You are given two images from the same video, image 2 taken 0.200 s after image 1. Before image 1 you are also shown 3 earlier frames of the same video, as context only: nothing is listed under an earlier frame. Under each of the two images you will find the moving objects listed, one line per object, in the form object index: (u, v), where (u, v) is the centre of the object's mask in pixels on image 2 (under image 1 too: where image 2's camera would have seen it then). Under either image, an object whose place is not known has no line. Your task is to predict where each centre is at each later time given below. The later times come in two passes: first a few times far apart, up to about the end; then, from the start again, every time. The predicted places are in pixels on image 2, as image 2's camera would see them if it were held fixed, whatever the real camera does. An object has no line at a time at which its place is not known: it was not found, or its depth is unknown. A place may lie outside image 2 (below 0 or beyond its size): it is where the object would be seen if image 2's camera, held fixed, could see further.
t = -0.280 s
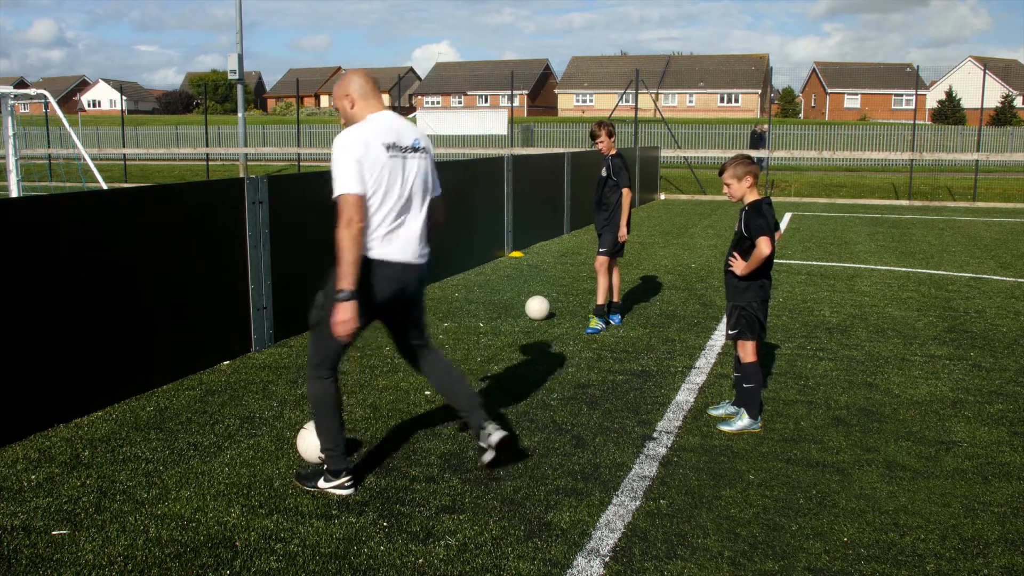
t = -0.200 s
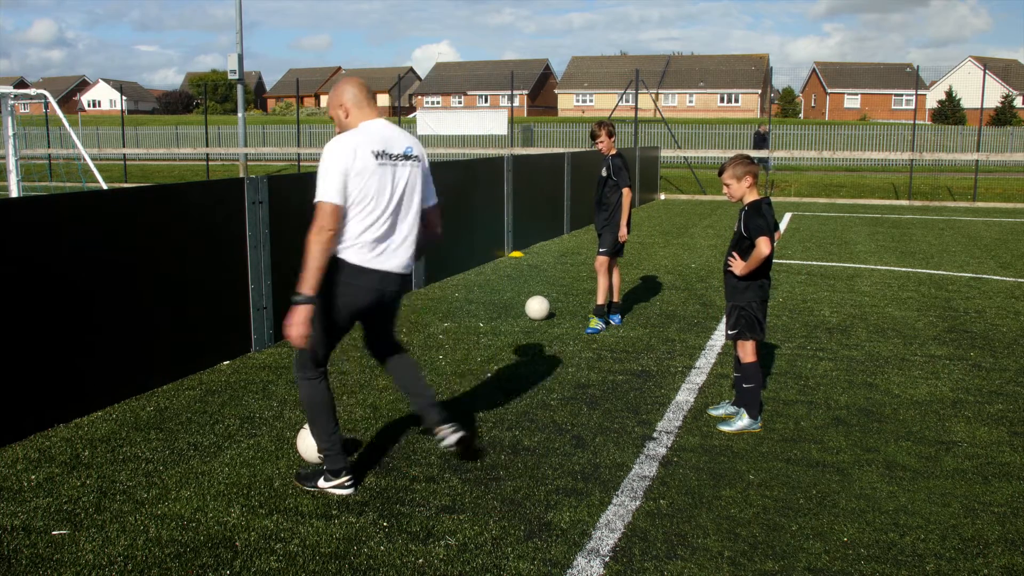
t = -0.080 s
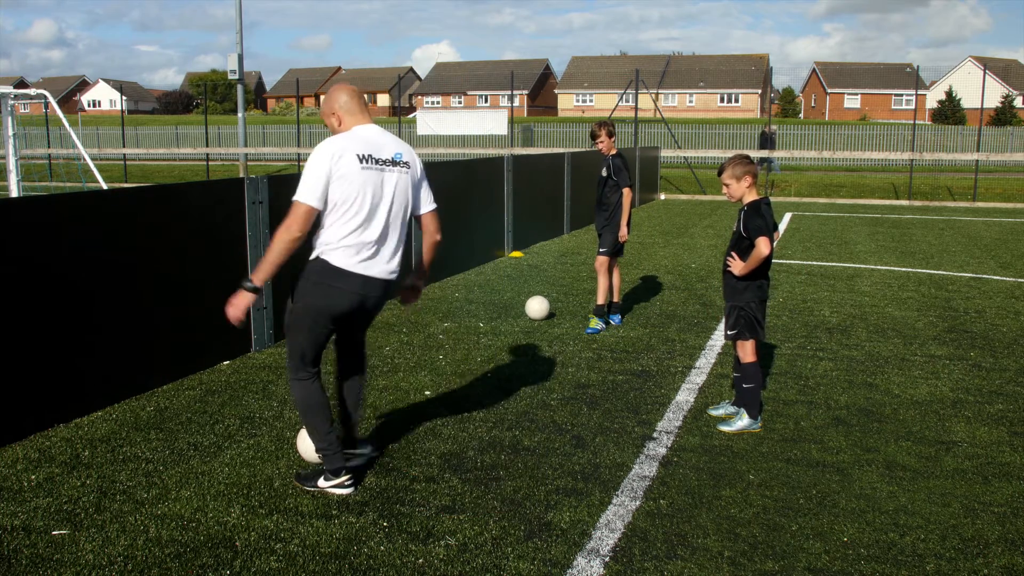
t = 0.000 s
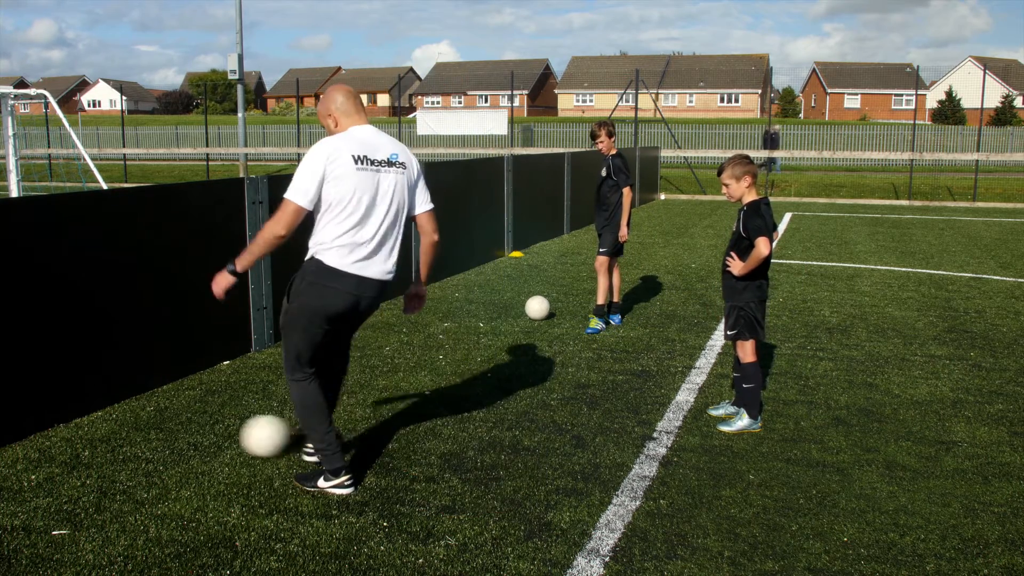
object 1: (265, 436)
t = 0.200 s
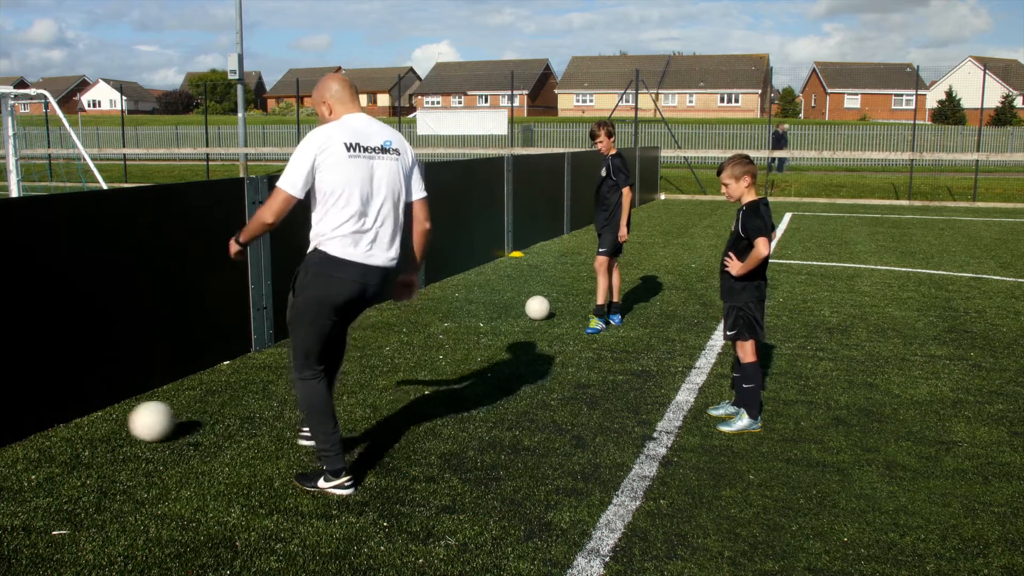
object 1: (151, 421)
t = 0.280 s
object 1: (116, 417)
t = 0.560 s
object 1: (107, 410)
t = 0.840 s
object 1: (153, 428)
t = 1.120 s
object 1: (186, 434)
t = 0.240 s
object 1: (132, 420)
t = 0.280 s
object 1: (116, 417)
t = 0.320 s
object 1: (99, 416)
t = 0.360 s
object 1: (82, 413)
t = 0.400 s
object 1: (67, 409)
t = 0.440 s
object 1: (72, 406)
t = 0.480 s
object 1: (84, 405)
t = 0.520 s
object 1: (96, 406)
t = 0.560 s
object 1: (107, 410)
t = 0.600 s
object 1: (121, 417)
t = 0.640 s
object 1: (132, 425)
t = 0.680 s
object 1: (136, 422)
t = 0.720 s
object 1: (140, 421)
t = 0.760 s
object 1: (144, 423)
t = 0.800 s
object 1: (148, 428)
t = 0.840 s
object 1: (153, 428)
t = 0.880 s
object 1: (158, 430)
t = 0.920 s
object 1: (163, 431)
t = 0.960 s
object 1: (168, 432)
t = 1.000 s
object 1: (173, 432)
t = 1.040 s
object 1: (177, 433)
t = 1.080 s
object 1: (182, 433)
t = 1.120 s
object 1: (186, 434)
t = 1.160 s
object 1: (190, 435)
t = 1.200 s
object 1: (195, 435)
